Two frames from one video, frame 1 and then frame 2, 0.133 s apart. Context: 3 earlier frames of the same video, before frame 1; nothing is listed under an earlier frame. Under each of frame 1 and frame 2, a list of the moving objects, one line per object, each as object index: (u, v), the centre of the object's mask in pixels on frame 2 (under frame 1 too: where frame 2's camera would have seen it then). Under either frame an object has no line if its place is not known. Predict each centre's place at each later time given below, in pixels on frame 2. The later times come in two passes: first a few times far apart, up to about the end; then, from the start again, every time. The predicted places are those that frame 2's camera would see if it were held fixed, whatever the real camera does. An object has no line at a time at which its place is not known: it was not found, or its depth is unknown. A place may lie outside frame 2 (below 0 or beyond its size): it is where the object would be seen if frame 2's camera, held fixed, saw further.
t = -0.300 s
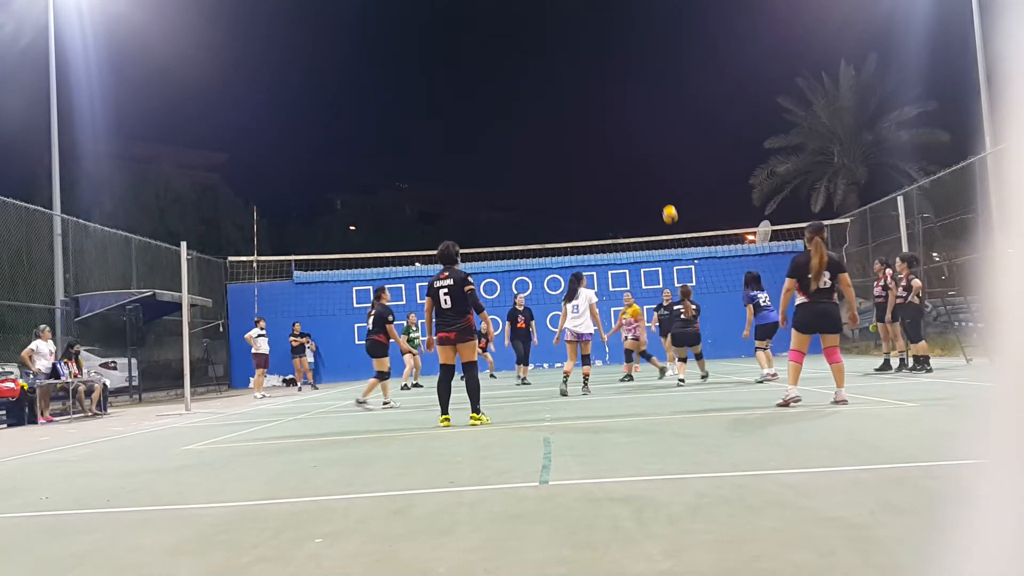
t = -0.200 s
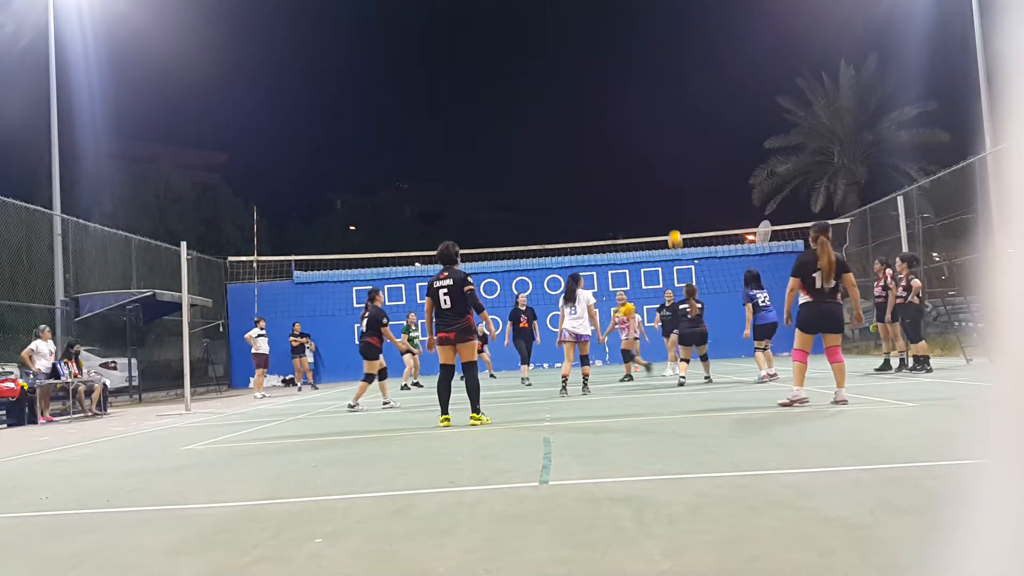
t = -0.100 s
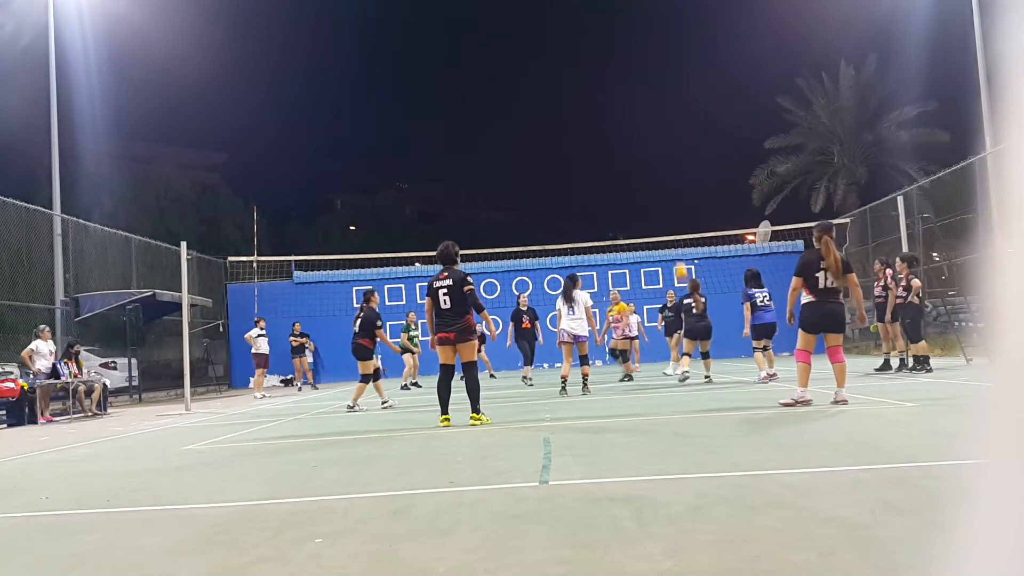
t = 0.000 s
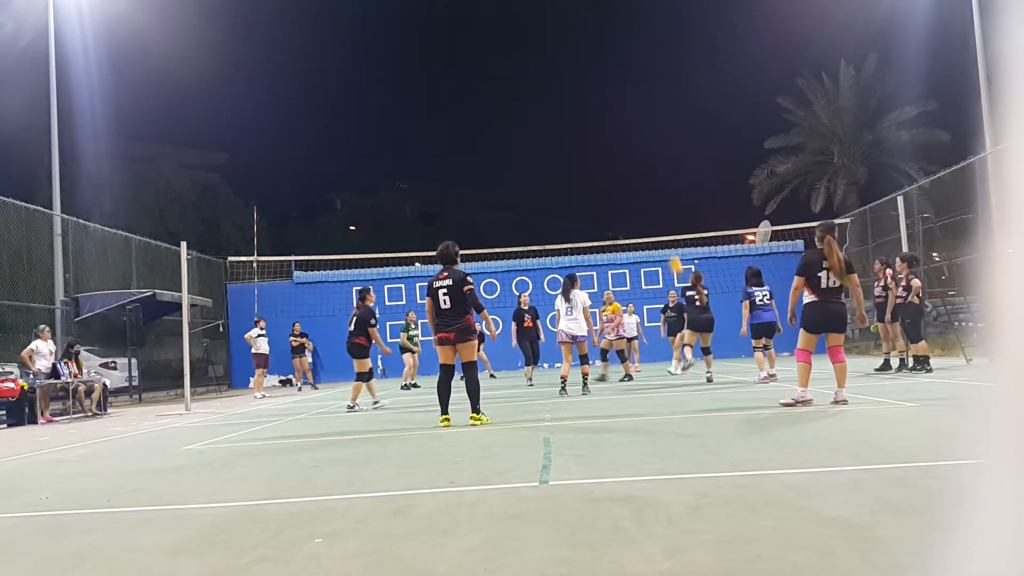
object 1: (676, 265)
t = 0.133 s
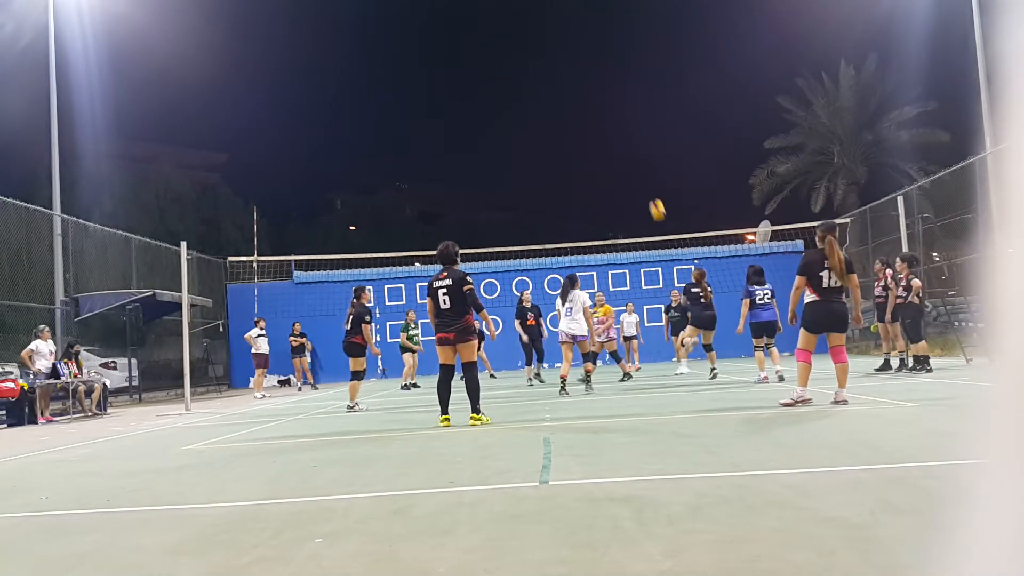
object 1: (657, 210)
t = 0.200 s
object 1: (648, 186)
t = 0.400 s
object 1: (624, 131)
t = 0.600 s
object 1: (601, 102)
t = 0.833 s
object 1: (574, 101)
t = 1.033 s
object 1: (553, 129)
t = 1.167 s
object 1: (541, 162)
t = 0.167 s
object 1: (653, 198)
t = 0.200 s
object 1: (648, 186)
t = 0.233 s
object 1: (644, 175)
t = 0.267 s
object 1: (640, 165)
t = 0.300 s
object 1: (636, 156)
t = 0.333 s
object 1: (632, 146)
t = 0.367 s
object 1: (628, 138)
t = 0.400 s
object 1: (624, 131)
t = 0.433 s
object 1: (620, 124)
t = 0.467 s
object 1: (616, 119)
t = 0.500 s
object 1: (612, 114)
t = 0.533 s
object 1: (608, 109)
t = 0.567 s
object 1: (604, 105)
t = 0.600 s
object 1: (601, 102)
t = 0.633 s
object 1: (597, 100)
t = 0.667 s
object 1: (593, 98)
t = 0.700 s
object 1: (589, 98)
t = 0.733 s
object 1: (585, 97)
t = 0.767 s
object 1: (581, 98)
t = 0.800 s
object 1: (578, 99)
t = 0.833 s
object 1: (574, 101)
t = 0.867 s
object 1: (571, 104)
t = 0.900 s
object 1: (567, 108)
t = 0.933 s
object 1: (563, 112)
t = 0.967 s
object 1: (560, 117)
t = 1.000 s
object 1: (557, 122)
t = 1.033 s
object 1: (553, 129)
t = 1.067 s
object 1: (550, 136)
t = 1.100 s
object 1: (547, 144)
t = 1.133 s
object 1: (544, 153)
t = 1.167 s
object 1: (541, 162)
